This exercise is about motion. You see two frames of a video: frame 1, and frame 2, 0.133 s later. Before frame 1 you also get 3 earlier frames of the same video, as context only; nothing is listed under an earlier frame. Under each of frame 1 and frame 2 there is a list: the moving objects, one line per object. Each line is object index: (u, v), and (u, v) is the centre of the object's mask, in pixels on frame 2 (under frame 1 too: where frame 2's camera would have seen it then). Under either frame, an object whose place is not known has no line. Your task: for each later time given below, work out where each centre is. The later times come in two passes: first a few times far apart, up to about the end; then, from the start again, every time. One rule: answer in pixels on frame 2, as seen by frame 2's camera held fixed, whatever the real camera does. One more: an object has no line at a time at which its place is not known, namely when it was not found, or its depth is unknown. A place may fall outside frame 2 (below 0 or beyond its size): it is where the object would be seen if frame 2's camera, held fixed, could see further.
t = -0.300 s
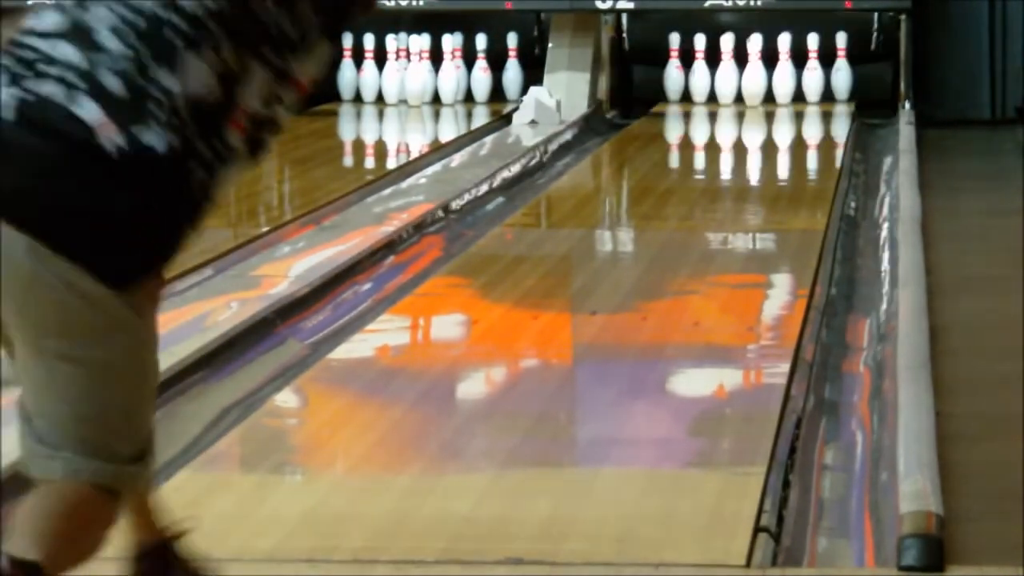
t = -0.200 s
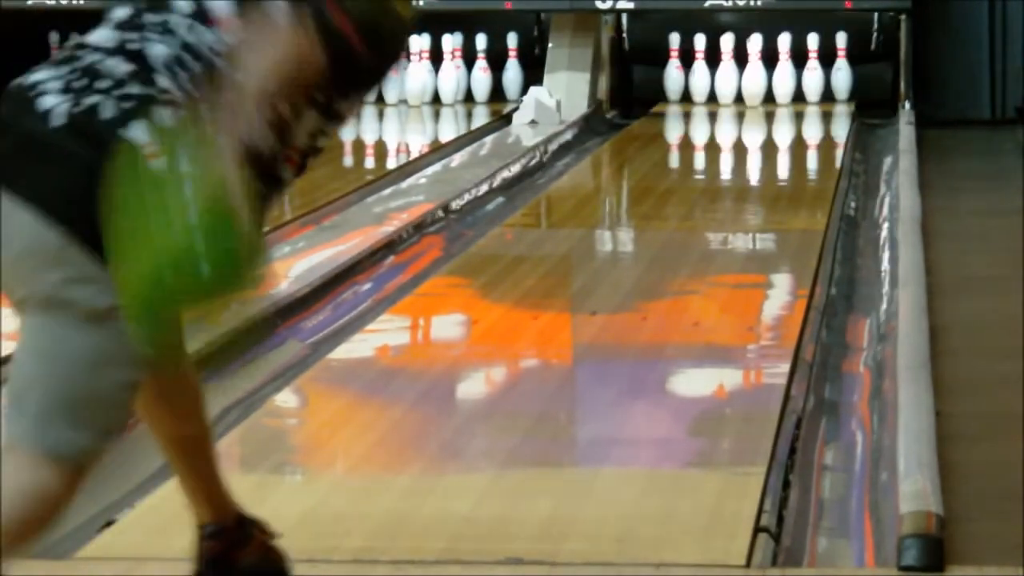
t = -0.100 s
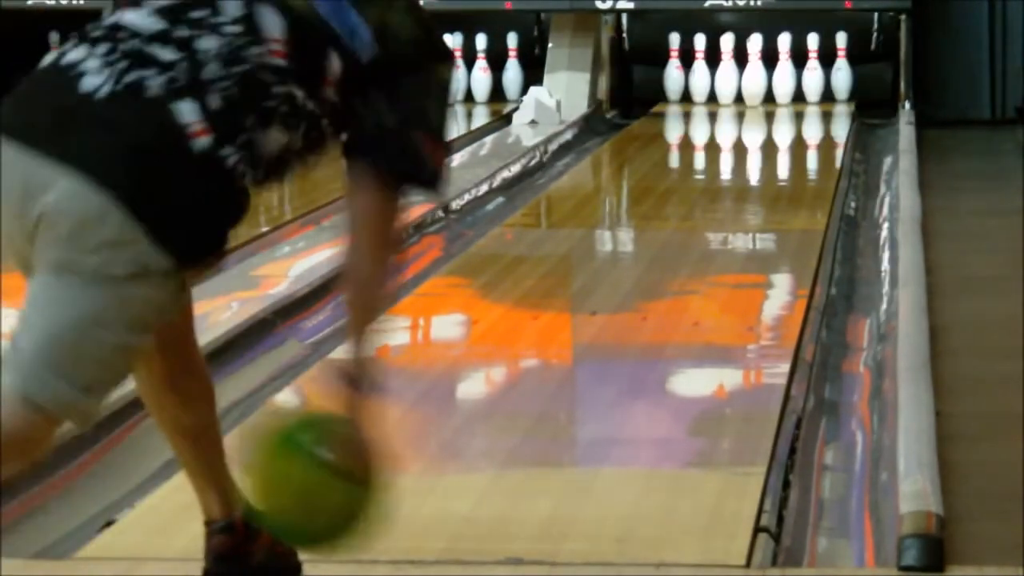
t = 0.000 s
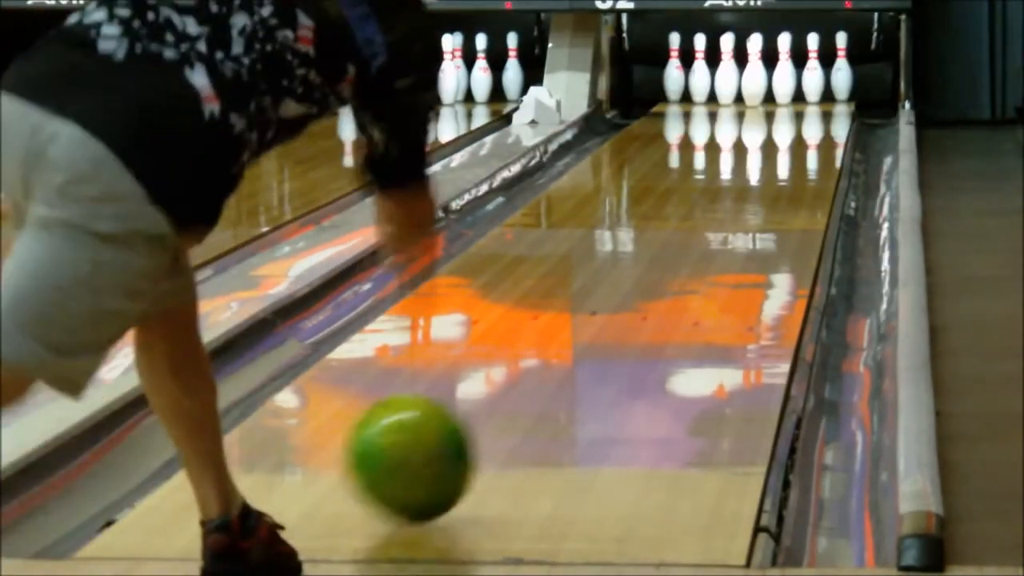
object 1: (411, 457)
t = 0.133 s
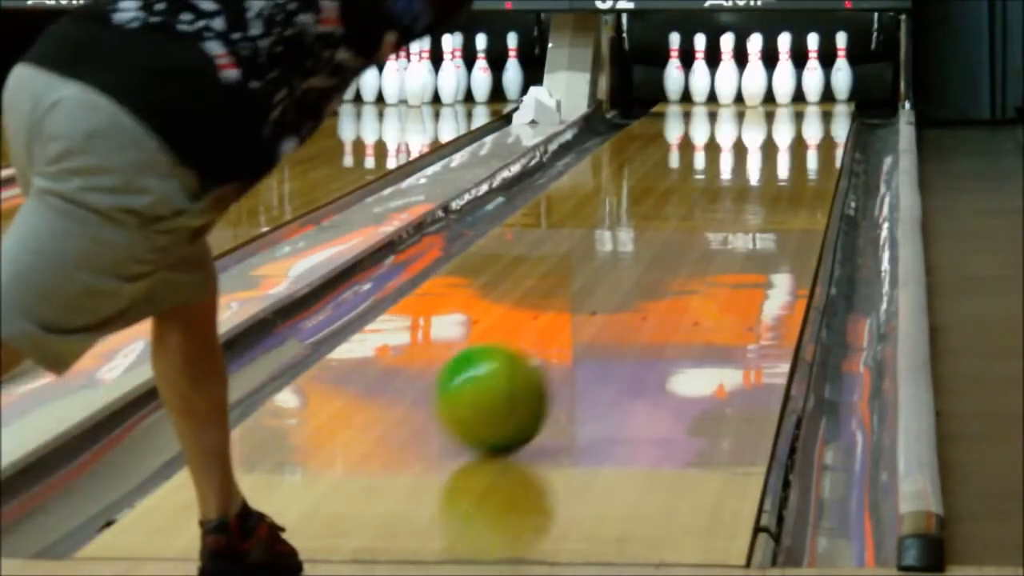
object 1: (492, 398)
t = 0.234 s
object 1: (541, 359)
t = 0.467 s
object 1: (628, 290)
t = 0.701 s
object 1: (691, 241)
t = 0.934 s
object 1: (737, 203)
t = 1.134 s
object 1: (765, 177)
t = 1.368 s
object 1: (790, 152)
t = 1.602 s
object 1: (805, 131)
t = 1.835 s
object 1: (807, 115)
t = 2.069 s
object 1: (795, 103)
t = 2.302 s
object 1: (772, 93)
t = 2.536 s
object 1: (757, 85)
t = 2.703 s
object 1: (744, 81)
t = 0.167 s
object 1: (509, 386)
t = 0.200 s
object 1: (526, 372)
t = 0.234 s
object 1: (541, 359)
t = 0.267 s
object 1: (555, 347)
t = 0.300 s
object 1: (571, 336)
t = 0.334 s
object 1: (584, 324)
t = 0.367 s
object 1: (596, 314)
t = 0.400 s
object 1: (607, 306)
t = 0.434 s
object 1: (617, 298)
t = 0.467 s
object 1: (628, 290)
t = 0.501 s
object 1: (639, 282)
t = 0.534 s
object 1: (649, 274)
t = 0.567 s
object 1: (658, 267)
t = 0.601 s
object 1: (667, 260)
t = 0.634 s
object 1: (674, 254)
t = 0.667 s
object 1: (683, 248)
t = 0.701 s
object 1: (691, 241)
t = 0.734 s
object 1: (698, 234)
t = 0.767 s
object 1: (705, 228)
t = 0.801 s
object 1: (712, 223)
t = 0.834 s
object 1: (718, 218)
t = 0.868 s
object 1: (726, 212)
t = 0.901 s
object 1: (731, 207)
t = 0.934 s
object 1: (737, 203)
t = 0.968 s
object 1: (742, 198)
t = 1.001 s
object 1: (746, 194)
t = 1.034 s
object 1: (752, 190)
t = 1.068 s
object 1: (757, 185)
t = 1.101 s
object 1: (761, 181)
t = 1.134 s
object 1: (765, 177)
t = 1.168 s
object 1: (770, 174)
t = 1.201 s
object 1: (773, 170)
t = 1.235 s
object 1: (778, 166)
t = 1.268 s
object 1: (782, 162)
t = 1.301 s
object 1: (785, 159)
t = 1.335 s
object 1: (788, 156)
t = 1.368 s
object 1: (790, 152)
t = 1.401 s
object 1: (793, 148)
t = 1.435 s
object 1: (797, 146)
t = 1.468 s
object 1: (799, 142)
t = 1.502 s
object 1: (801, 139)
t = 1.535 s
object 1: (803, 136)
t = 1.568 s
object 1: (804, 134)
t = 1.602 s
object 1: (805, 131)
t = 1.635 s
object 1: (806, 128)
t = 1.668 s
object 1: (807, 126)
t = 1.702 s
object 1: (807, 123)
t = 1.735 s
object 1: (807, 121)
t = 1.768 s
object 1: (807, 119)
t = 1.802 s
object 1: (807, 116)
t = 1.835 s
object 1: (807, 115)
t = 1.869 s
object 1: (806, 113)
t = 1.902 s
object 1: (805, 111)
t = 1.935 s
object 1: (804, 109)
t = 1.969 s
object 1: (802, 107)
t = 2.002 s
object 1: (799, 106)
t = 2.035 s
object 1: (797, 104)
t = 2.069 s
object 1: (795, 103)
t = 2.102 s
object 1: (792, 101)
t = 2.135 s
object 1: (789, 100)
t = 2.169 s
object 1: (785, 98)
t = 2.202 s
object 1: (782, 97)
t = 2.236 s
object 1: (779, 95)
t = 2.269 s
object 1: (775, 94)
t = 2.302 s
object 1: (772, 93)
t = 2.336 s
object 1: (768, 91)
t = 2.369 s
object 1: (765, 89)
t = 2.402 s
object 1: (763, 88)
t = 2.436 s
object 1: (764, 87)
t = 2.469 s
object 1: (761, 86)
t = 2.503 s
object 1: (759, 85)
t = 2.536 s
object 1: (757, 85)
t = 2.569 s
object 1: (754, 84)
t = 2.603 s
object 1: (752, 83)
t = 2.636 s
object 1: (750, 82)
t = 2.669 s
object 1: (747, 82)
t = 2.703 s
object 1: (744, 81)
